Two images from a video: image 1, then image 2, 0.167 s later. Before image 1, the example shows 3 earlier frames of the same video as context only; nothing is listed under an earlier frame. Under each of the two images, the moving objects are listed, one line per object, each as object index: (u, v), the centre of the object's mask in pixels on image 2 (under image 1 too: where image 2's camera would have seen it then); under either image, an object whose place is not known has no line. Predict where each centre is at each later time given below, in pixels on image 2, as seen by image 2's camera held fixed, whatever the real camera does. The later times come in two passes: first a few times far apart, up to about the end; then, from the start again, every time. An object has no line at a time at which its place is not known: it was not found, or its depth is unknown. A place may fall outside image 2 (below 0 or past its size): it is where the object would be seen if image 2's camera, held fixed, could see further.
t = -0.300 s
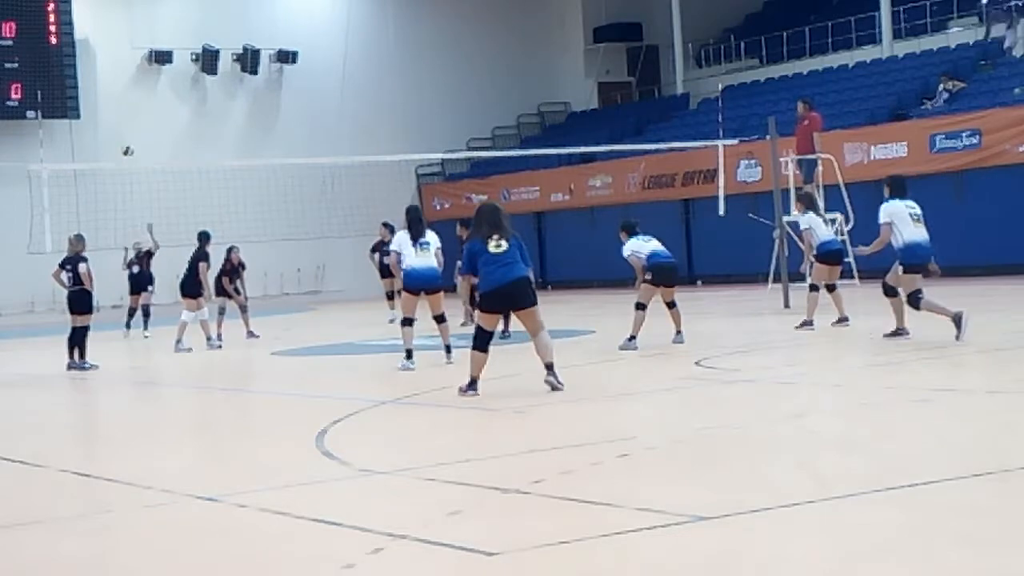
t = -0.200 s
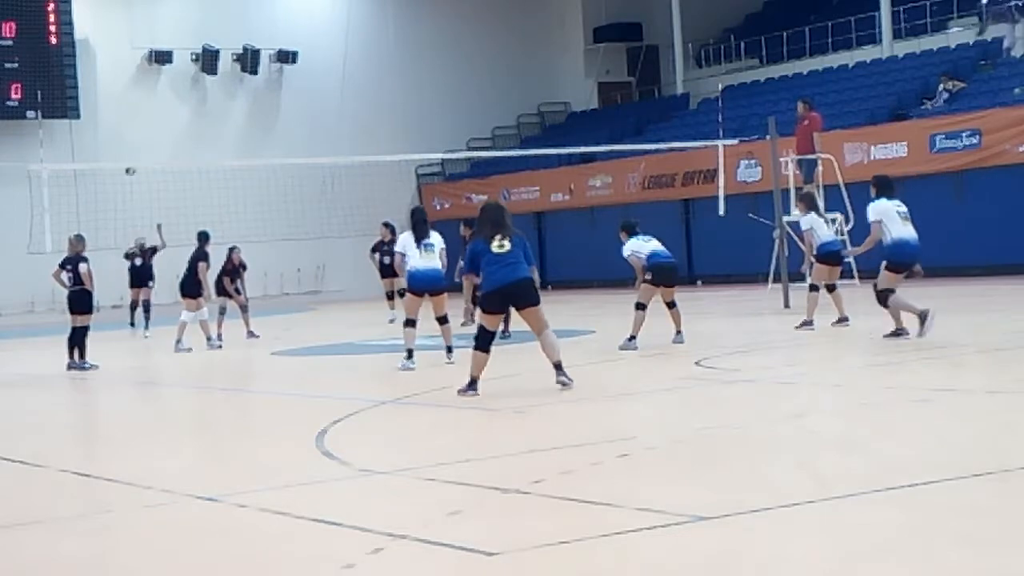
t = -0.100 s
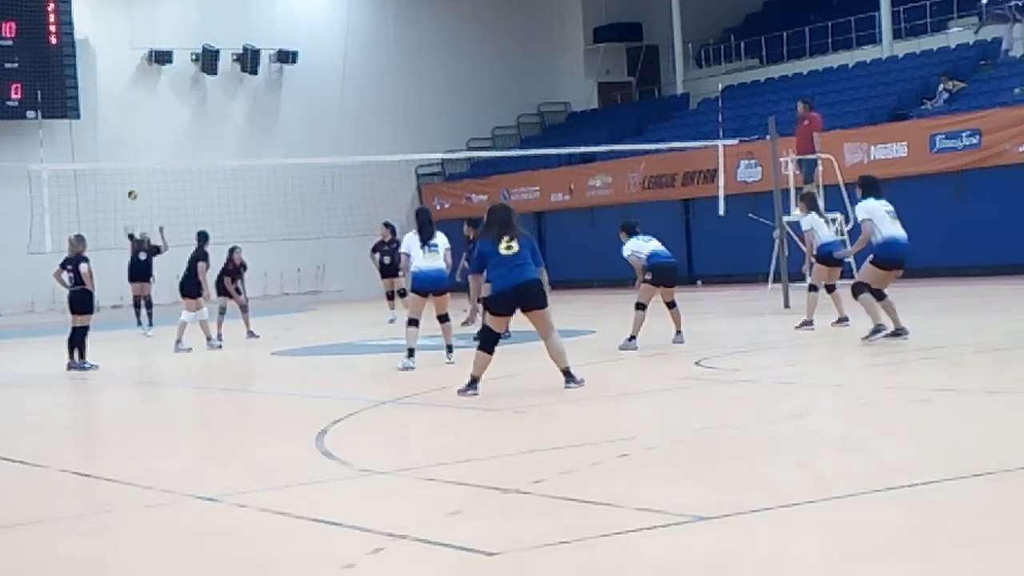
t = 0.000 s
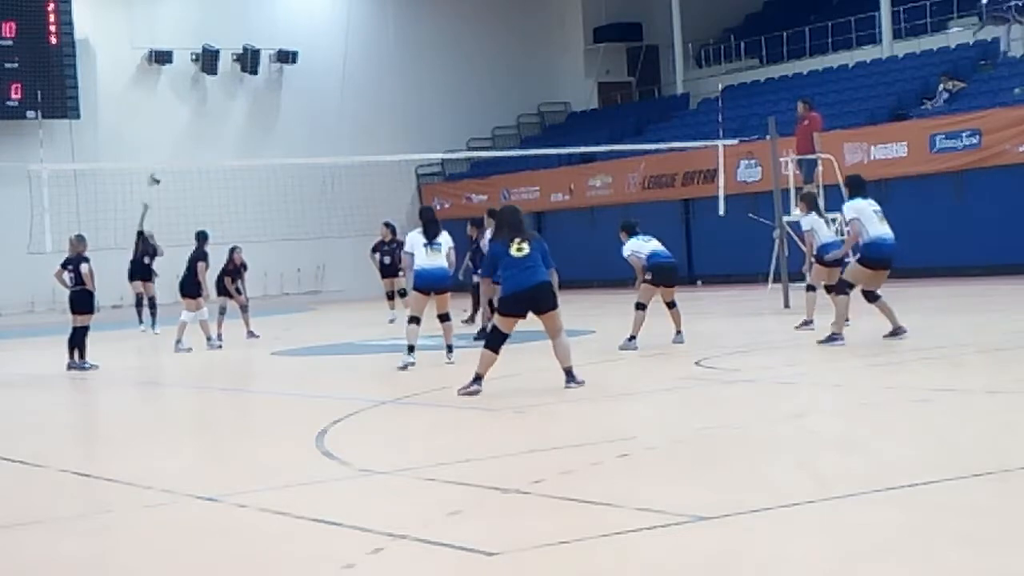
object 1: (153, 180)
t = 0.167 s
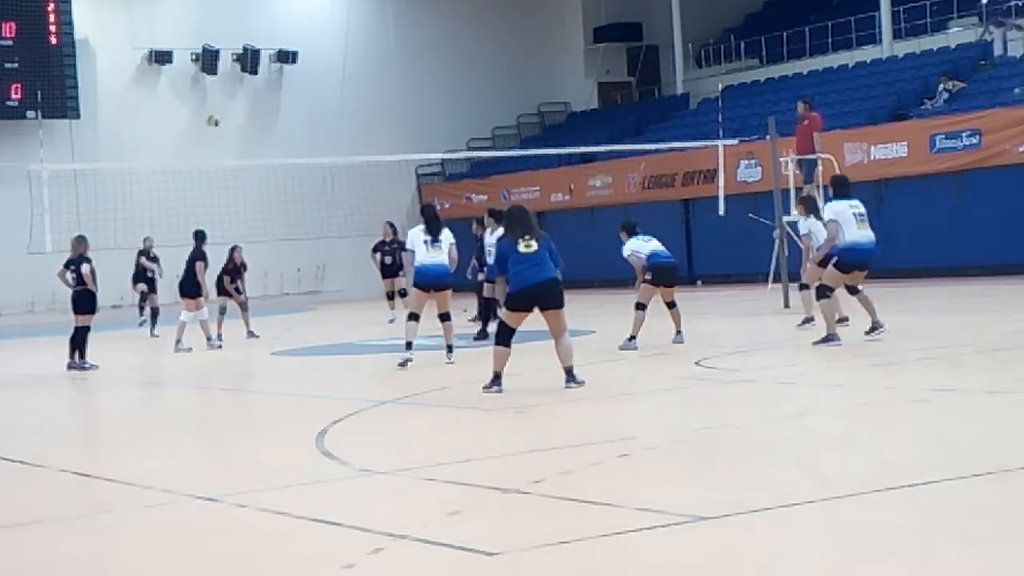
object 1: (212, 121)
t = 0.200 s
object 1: (225, 112)
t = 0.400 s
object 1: (309, 63)
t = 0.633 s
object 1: (417, 39)
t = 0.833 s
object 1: (517, 55)
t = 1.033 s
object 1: (629, 112)
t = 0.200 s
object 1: (225, 112)
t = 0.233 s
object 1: (239, 100)
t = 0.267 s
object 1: (253, 91)
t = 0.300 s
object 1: (267, 83)
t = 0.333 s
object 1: (281, 75)
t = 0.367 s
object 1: (295, 68)
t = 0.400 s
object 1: (309, 63)
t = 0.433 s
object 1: (324, 57)
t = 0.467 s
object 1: (337, 51)
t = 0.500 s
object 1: (353, 45)
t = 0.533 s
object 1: (369, 43)
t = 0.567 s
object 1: (384, 43)
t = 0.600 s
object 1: (400, 40)
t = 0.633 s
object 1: (417, 39)
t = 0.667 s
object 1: (434, 40)
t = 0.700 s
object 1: (450, 42)
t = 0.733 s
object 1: (466, 43)
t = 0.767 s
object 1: (484, 48)
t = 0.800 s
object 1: (501, 51)
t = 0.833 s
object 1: (517, 55)
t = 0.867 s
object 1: (535, 62)
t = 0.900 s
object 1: (555, 70)
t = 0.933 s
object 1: (573, 79)
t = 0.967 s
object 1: (591, 89)
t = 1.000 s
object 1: (609, 100)
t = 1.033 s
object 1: (629, 112)
